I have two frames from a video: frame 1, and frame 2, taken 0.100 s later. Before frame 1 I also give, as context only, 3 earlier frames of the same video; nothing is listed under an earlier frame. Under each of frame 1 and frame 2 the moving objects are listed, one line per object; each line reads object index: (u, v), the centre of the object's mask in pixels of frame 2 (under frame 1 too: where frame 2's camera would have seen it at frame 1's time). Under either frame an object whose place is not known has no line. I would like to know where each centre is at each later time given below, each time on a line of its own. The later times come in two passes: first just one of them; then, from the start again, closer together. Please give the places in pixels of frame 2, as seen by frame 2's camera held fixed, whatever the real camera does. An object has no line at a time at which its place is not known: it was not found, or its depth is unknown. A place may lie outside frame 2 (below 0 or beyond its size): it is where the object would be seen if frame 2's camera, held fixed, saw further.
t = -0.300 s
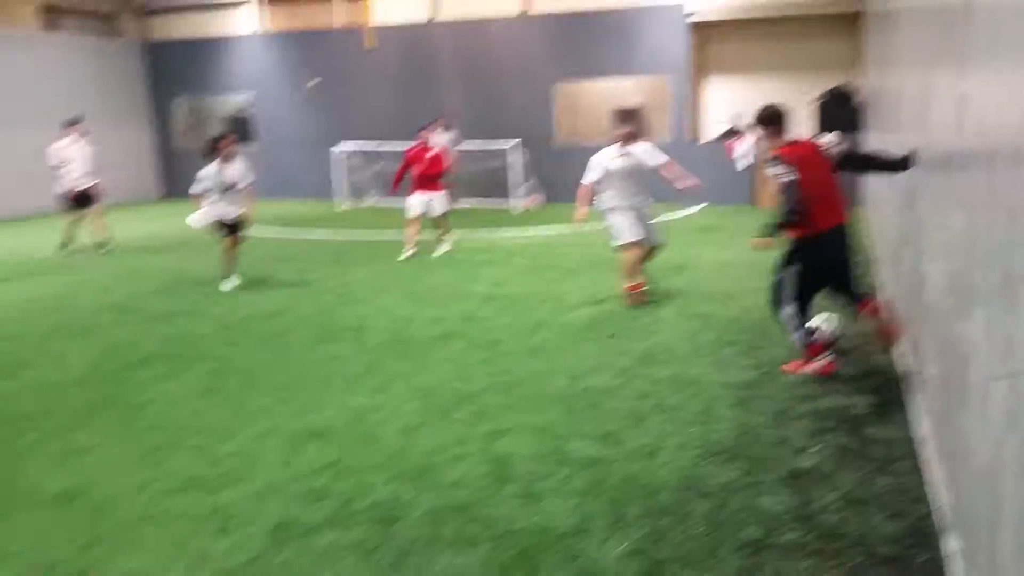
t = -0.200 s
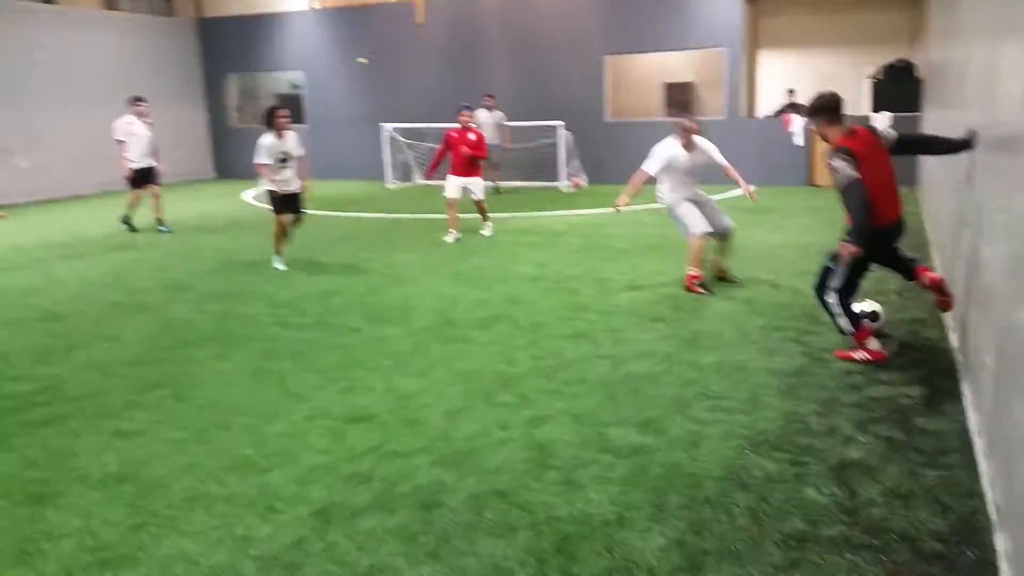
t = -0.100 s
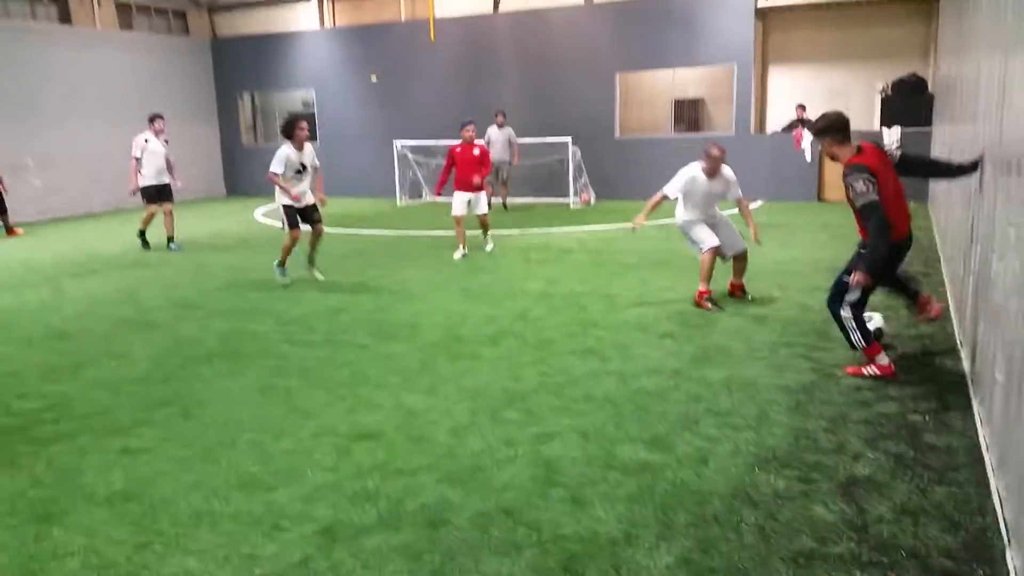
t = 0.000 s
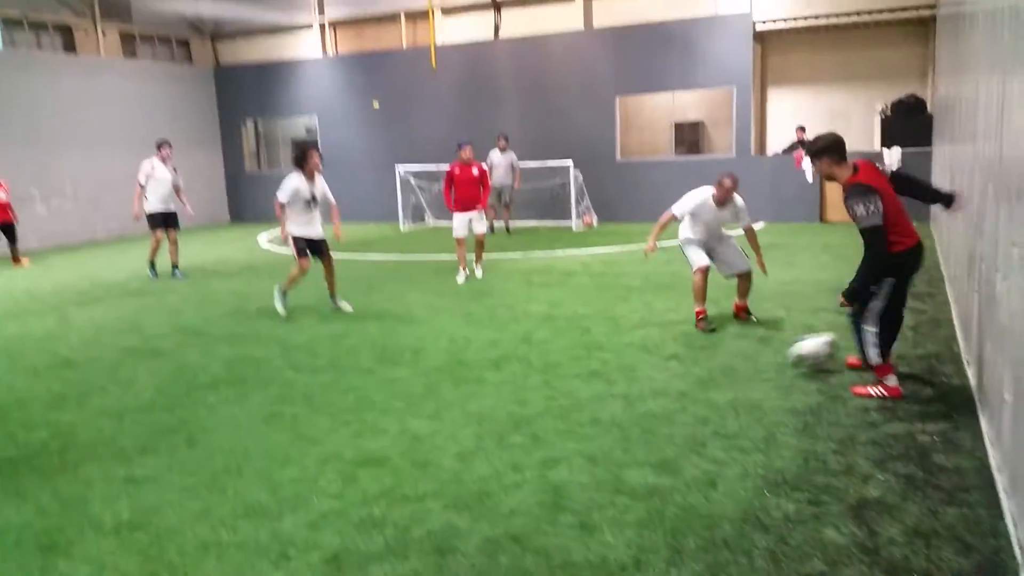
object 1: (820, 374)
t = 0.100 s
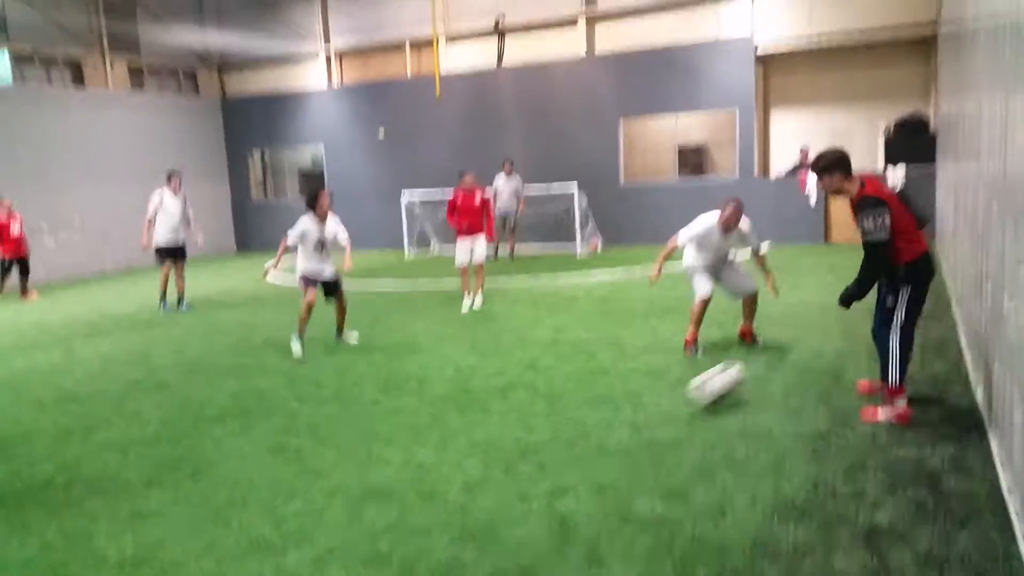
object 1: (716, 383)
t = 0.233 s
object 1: (591, 397)
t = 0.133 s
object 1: (680, 391)
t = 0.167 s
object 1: (650, 395)
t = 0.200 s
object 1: (620, 393)
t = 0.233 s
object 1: (591, 397)
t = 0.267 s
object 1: (563, 402)
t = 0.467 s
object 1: (404, 424)
